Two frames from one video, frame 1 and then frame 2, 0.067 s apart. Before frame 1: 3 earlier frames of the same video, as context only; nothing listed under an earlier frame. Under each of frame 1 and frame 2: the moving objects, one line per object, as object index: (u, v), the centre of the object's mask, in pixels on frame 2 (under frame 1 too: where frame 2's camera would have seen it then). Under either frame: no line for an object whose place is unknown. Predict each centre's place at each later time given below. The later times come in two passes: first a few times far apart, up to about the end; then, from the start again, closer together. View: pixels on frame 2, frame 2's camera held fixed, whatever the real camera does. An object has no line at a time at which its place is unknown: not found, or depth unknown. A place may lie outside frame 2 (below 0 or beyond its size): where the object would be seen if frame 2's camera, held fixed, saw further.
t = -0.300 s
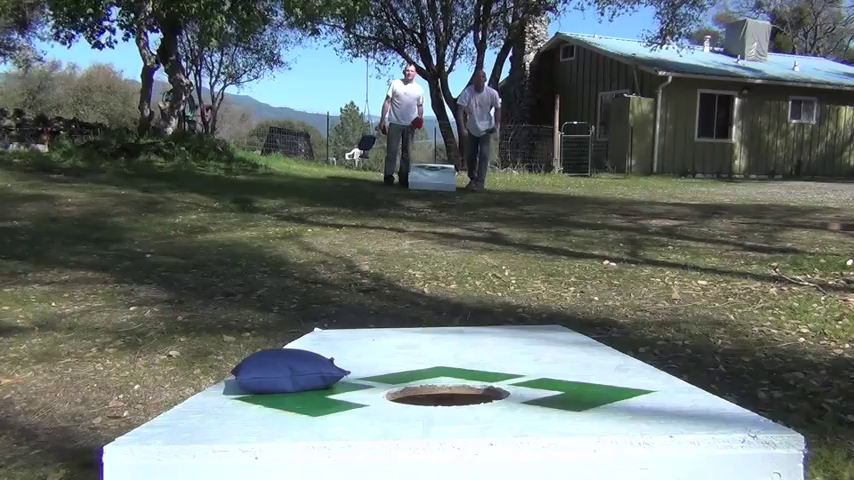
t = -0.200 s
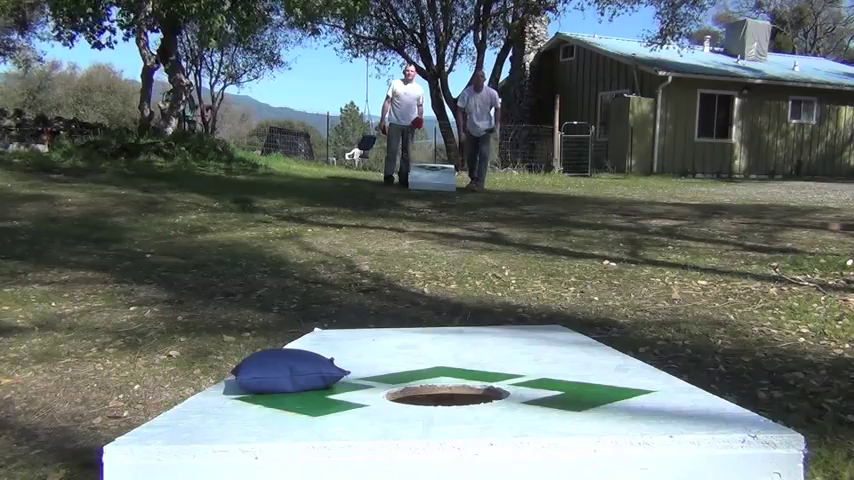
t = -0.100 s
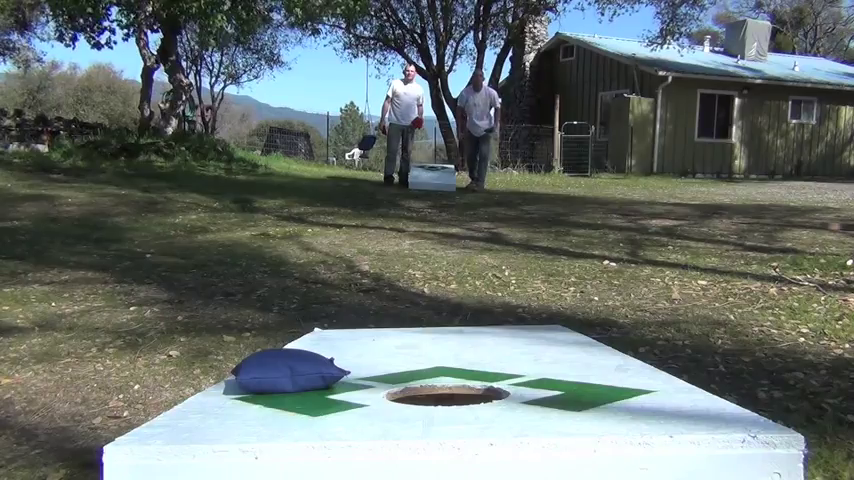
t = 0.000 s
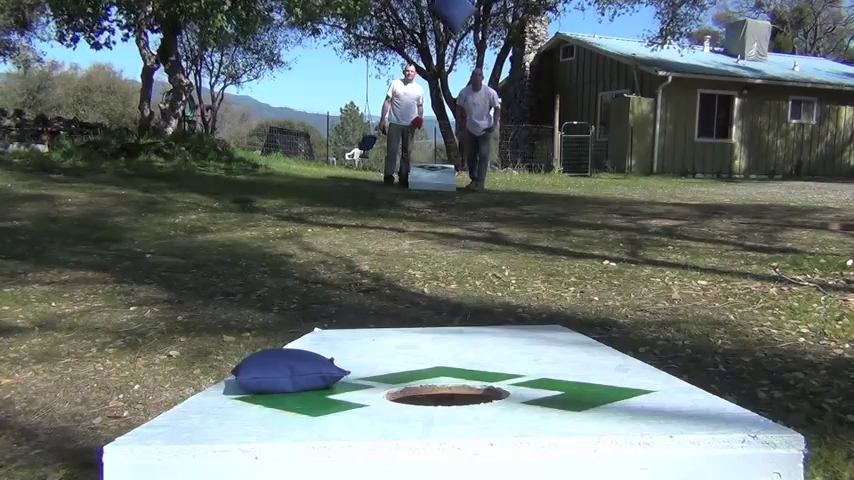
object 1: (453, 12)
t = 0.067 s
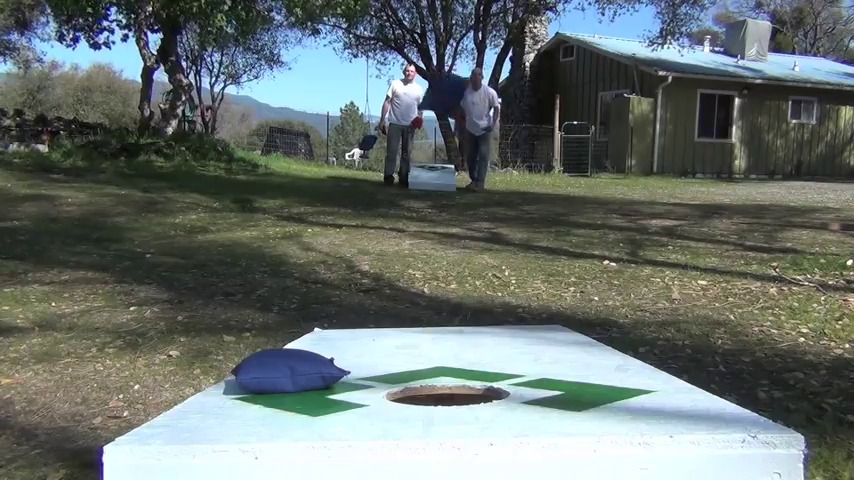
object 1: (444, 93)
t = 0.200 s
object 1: (436, 317)
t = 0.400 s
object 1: (494, 344)
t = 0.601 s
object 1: (523, 356)
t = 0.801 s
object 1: (515, 365)
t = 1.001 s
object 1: (513, 368)
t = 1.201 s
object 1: (513, 368)
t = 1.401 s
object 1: (513, 368)
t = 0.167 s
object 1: (428, 319)
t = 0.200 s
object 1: (436, 317)
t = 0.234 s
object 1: (443, 313)
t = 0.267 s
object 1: (454, 309)
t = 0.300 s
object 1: (465, 312)
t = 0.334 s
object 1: (475, 321)
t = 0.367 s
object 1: (486, 334)
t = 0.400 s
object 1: (494, 344)
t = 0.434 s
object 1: (501, 345)
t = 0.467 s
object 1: (508, 347)
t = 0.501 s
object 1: (514, 350)
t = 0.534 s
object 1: (518, 353)
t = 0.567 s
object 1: (521, 355)
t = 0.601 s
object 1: (523, 356)
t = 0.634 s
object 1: (523, 357)
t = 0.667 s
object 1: (523, 357)
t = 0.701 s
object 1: (522, 359)
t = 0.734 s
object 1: (519, 360)
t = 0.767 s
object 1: (517, 362)
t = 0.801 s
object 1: (515, 365)
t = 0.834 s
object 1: (513, 367)
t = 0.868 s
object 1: (513, 368)
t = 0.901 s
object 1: (513, 368)
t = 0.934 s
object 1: (513, 368)
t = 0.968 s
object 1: (513, 368)
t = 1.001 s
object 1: (513, 368)
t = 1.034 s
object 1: (512, 368)
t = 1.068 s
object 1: (512, 368)
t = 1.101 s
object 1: (513, 368)
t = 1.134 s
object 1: (513, 368)
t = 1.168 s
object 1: (513, 368)
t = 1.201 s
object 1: (513, 368)
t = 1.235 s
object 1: (513, 368)
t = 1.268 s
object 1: (513, 368)
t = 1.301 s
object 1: (513, 368)
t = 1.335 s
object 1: (513, 368)
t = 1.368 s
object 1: (513, 368)
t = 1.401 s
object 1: (513, 368)
